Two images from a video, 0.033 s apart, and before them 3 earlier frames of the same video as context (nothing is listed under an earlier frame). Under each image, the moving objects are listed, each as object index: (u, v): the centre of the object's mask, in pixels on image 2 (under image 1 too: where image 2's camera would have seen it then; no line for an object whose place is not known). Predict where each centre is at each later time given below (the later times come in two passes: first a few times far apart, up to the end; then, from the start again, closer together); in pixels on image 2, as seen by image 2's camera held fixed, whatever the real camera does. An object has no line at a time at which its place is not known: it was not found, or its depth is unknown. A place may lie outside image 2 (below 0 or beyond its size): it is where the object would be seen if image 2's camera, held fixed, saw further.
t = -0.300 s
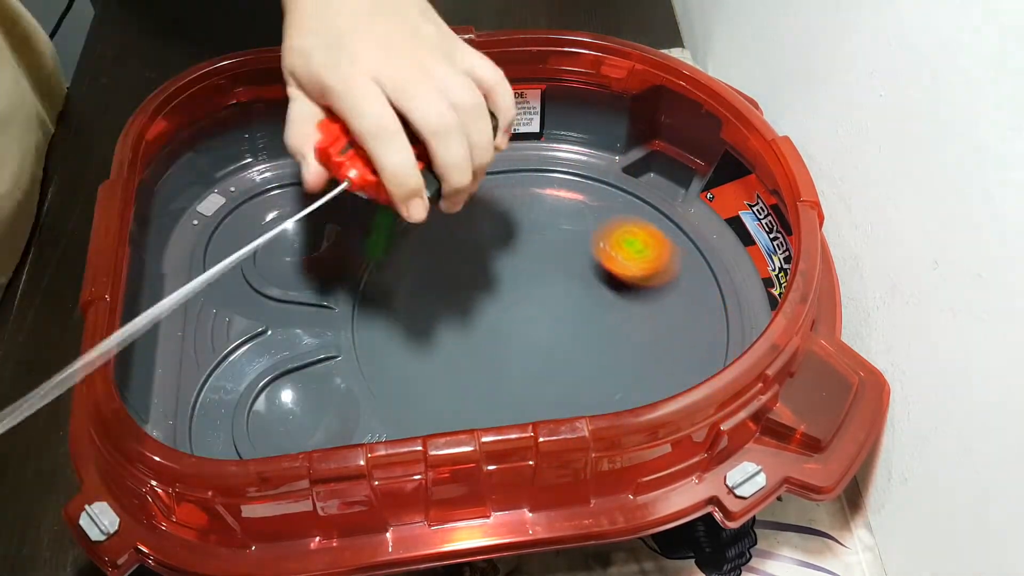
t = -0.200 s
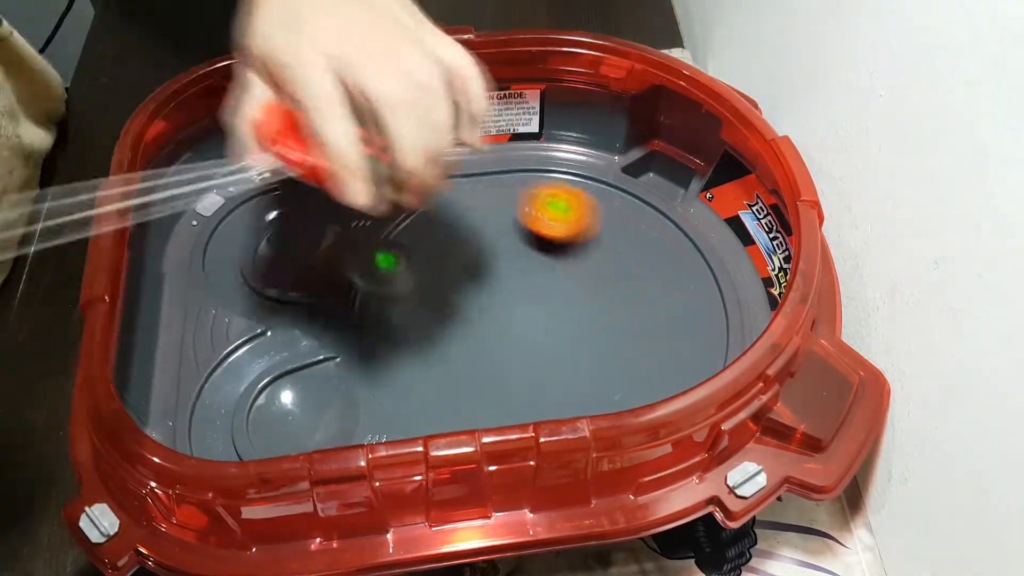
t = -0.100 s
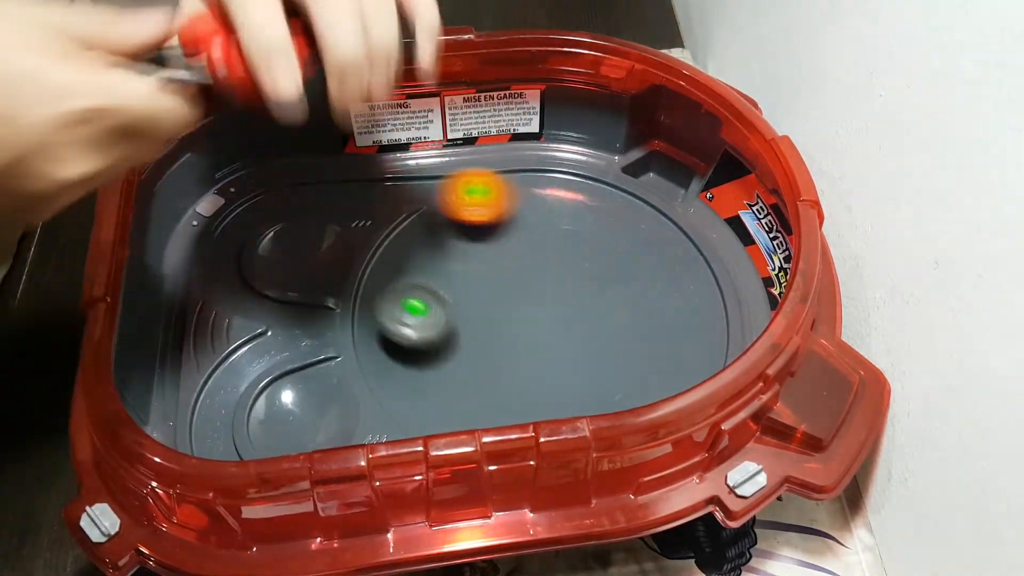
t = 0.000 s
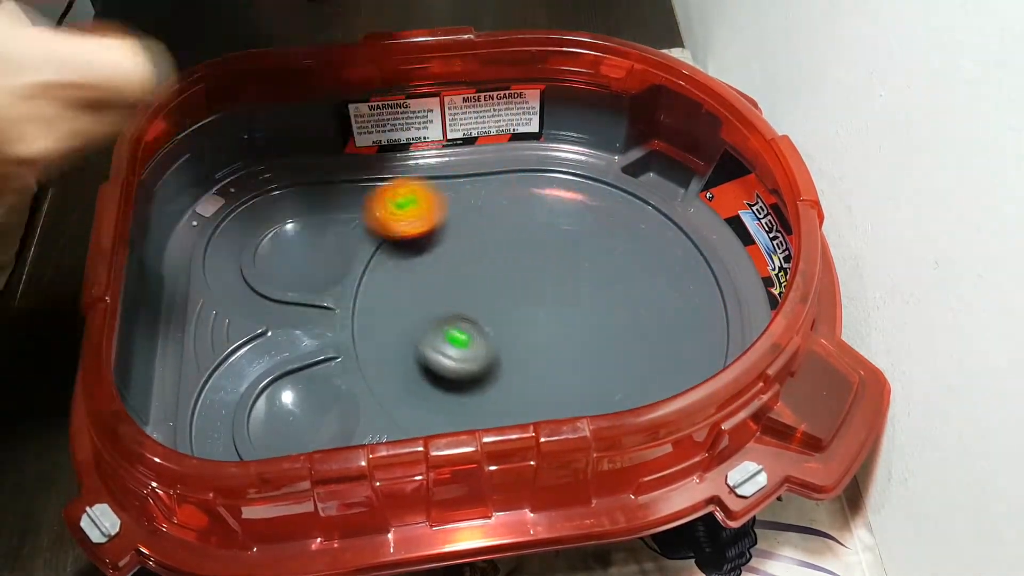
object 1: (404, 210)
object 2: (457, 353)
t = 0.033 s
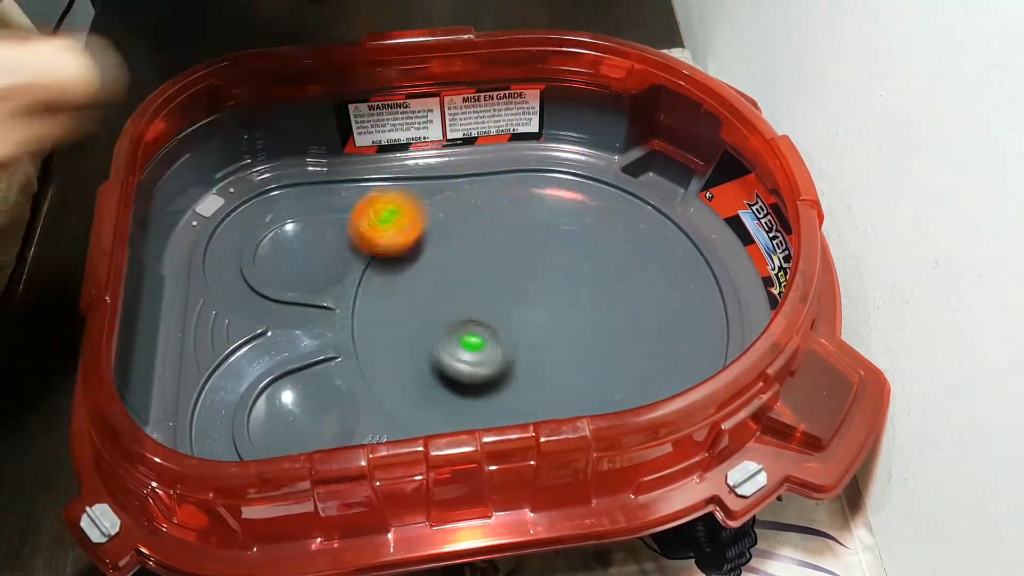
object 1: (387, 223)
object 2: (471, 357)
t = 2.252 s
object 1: (422, 263)
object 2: (494, 333)
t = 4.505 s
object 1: (448, 382)
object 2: (522, 298)
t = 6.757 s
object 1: (311, 407)
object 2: (563, 354)
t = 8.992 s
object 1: (292, 414)
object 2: (515, 338)
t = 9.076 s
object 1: (291, 402)
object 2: (488, 325)
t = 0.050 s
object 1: (381, 232)
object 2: (478, 358)
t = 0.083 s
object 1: (372, 254)
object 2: (492, 358)
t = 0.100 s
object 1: (368, 266)
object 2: (497, 358)
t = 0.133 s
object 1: (362, 291)
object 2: (509, 356)
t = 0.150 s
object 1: (362, 305)
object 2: (514, 355)
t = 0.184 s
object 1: (368, 332)
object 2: (525, 351)
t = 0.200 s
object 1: (375, 345)
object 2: (531, 349)
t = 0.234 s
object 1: (397, 370)
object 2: (543, 344)
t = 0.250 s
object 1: (411, 382)
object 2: (548, 342)
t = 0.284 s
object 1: (438, 397)
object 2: (557, 335)
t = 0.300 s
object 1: (453, 401)
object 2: (561, 330)
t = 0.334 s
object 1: (484, 404)
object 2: (568, 323)
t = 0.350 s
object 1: (501, 404)
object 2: (570, 320)
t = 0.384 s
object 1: (534, 402)
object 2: (576, 312)
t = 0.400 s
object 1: (550, 400)
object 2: (578, 309)
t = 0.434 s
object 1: (581, 395)
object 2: (581, 301)
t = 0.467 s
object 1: (608, 386)
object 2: (584, 294)
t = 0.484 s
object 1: (620, 382)
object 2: (585, 289)
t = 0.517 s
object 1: (642, 371)
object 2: (585, 281)
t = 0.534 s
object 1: (652, 364)
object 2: (586, 276)
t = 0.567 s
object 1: (668, 347)
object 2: (585, 268)
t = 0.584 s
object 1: (674, 337)
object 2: (584, 263)
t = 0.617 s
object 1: (684, 316)
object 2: (582, 255)
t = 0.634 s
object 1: (687, 306)
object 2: (580, 252)
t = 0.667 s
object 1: (692, 284)
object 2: (575, 244)
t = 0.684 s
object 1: (693, 274)
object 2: (572, 241)
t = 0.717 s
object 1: (693, 252)
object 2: (565, 236)
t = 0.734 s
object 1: (690, 242)
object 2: (562, 233)
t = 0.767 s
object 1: (679, 223)
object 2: (554, 230)
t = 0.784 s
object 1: (671, 214)
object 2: (551, 229)
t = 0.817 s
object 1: (654, 199)
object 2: (544, 227)
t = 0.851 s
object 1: (630, 191)
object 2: (537, 226)
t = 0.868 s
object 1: (618, 189)
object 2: (534, 226)
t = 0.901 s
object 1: (592, 189)
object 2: (527, 228)
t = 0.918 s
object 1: (583, 187)
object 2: (517, 231)
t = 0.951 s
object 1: (567, 188)
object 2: (498, 238)
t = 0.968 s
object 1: (559, 191)
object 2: (490, 244)
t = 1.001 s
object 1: (543, 198)
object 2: (477, 253)
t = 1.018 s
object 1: (533, 204)
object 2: (473, 258)
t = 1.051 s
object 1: (518, 214)
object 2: (465, 271)
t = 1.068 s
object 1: (511, 221)
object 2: (463, 277)
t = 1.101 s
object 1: (506, 229)
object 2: (449, 299)
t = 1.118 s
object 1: (505, 234)
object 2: (442, 311)
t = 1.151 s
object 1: (503, 245)
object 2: (428, 335)
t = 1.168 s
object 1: (501, 251)
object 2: (423, 347)
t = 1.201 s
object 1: (500, 267)
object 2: (418, 368)
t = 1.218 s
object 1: (500, 274)
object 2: (418, 377)
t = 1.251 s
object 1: (502, 291)
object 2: (419, 395)
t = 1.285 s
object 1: (507, 307)
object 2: (425, 407)
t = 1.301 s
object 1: (511, 315)
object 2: (429, 411)
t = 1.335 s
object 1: (520, 330)
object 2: (448, 418)
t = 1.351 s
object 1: (525, 337)
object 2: (458, 420)
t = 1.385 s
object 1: (537, 350)
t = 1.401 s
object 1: (544, 356)
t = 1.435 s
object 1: (558, 365)
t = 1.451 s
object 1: (565, 368)
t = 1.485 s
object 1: (580, 374)
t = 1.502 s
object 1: (587, 375)
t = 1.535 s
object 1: (601, 376)
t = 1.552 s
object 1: (608, 376)
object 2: (579, 411)
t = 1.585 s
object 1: (626, 368)
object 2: (596, 408)
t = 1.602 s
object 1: (635, 363)
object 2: (601, 407)
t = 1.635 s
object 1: (650, 350)
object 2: (606, 406)
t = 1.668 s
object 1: (662, 334)
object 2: (612, 402)
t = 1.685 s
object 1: (665, 327)
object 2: (615, 400)
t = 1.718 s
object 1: (667, 312)
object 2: (622, 395)
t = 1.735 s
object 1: (666, 304)
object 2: (624, 392)
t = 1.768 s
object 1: (662, 290)
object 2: (626, 388)
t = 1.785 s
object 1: (658, 283)
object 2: (627, 385)
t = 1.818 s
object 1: (648, 270)
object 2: (628, 380)
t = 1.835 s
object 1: (642, 264)
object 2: (628, 376)
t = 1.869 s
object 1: (627, 255)
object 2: (624, 366)
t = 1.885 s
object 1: (619, 251)
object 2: (619, 361)
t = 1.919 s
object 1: (601, 244)
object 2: (609, 351)
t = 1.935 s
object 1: (592, 242)
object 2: (604, 347)
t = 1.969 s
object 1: (573, 240)
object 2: (592, 338)
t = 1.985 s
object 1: (563, 240)
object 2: (584, 334)
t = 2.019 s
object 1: (544, 240)
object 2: (569, 328)
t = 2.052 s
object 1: (525, 243)
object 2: (557, 323)
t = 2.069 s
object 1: (515, 245)
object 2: (549, 320)
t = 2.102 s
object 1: (497, 249)
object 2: (534, 316)
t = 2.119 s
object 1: (489, 251)
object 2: (529, 316)
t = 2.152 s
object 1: (470, 251)
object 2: (521, 324)
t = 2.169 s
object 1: (461, 251)
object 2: (516, 327)
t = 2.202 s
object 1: (444, 253)
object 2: (506, 331)
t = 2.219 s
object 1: (436, 256)
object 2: (502, 332)
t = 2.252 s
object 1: (422, 263)
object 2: (494, 333)
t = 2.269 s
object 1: (415, 266)
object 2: (490, 334)
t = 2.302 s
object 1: (403, 276)
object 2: (484, 336)
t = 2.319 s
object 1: (397, 281)
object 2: (481, 337)
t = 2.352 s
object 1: (387, 293)
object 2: (474, 336)
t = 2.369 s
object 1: (382, 299)
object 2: (472, 336)
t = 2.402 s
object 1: (376, 314)
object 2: (467, 338)
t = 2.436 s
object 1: (374, 329)
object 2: (464, 340)
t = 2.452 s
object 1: (375, 337)
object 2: (462, 341)
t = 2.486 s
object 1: (381, 354)
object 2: (461, 342)
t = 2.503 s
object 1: (379, 361)
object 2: (466, 343)
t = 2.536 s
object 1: (383, 374)
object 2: (487, 342)
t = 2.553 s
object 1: (390, 381)
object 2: (495, 341)
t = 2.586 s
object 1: (407, 391)
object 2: (510, 339)
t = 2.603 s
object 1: (416, 395)
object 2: (515, 337)
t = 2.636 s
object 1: (436, 400)
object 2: (523, 334)
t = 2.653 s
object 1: (448, 400)
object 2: (526, 332)
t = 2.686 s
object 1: (472, 399)
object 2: (531, 328)
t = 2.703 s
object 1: (484, 398)
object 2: (533, 326)
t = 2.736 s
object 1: (506, 393)
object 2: (535, 321)
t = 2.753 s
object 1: (517, 389)
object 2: (536, 319)
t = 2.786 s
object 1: (535, 380)
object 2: (536, 313)
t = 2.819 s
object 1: (547, 373)
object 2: (535, 305)
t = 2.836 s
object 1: (549, 377)
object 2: (542, 292)
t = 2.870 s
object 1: (549, 388)
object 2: (551, 260)
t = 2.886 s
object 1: (549, 391)
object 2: (555, 244)
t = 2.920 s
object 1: (548, 395)
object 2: (561, 221)
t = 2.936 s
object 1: (549, 396)
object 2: (564, 210)
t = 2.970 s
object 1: (551, 397)
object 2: (567, 192)
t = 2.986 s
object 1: (554, 398)
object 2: (566, 186)
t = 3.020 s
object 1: (560, 398)
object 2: (564, 174)
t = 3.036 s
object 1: (565, 397)
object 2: (561, 170)
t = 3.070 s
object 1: (576, 396)
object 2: (557, 162)
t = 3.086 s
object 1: (582, 395)
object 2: (553, 161)
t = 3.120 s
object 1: (593, 391)
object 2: (543, 164)
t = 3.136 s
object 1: (597, 388)
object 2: (538, 167)
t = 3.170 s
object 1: (603, 381)
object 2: (530, 171)
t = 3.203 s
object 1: (602, 371)
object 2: (523, 177)
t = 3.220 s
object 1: (600, 364)
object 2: (519, 178)
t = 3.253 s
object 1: (592, 351)
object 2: (513, 187)
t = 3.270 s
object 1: (587, 345)
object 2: (509, 190)
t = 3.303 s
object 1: (575, 334)
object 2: (504, 195)
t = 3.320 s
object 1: (568, 329)
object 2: (503, 197)
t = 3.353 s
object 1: (553, 321)
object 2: (499, 202)
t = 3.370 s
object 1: (545, 317)
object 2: (498, 204)
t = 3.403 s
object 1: (530, 310)
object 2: (495, 211)
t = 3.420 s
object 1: (522, 307)
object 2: (494, 215)
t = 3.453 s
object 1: (506, 302)
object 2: (493, 223)
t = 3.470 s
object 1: (498, 300)
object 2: (493, 226)
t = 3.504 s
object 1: (482, 296)
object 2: (494, 234)
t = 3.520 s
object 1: (474, 296)
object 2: (496, 237)
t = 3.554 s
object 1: (455, 301)
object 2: (501, 239)
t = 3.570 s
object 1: (446, 303)
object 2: (504, 240)
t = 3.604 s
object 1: (431, 309)
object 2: (509, 245)
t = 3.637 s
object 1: (418, 316)
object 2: (513, 251)
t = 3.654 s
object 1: (413, 320)
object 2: (516, 253)
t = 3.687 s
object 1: (403, 329)
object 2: (520, 258)
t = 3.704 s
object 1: (400, 334)
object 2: (522, 261)
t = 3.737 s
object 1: (394, 345)
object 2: (527, 266)
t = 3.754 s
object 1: (393, 351)
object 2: (529, 270)
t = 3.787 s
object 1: (393, 363)
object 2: (534, 276)
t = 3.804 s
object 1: (395, 369)
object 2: (536, 278)
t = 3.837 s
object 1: (402, 379)
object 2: (540, 284)
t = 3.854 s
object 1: (408, 383)
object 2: (543, 288)
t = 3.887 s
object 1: (422, 389)
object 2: (547, 293)
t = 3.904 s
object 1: (431, 391)
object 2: (549, 296)
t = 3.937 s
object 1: (449, 392)
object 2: (552, 301)
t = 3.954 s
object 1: (458, 392)
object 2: (554, 303)
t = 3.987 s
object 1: (476, 388)
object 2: (557, 306)
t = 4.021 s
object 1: (492, 381)
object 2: (559, 308)
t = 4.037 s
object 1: (499, 376)
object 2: (560, 311)
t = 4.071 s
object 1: (512, 366)
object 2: (563, 313)
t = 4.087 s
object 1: (509, 366)
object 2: (570, 310)
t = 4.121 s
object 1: (481, 376)
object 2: (618, 282)
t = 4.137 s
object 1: (468, 380)
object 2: (636, 266)
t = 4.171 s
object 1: (444, 387)
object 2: (671, 239)
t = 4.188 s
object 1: (435, 389)
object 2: (683, 228)
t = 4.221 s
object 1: (421, 393)
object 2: (682, 218)
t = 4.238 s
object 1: (417, 396)
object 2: (676, 218)
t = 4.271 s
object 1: (412, 400)
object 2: (660, 229)
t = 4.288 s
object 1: (411, 402)
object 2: (652, 233)
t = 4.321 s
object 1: (412, 403)
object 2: (635, 240)
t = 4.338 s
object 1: (413, 403)
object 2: (624, 245)
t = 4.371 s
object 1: (417, 403)
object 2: (604, 257)
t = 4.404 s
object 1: (423, 401)
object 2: (581, 267)
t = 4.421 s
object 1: (426, 399)
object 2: (572, 271)
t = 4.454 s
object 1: (434, 394)
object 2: (551, 283)
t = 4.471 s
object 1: (438, 391)
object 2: (542, 287)
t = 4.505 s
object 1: (448, 382)
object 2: (522, 298)
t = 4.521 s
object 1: (452, 378)
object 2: (512, 303)
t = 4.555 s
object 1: (460, 367)
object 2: (496, 310)
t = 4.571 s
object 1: (460, 363)
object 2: (493, 312)
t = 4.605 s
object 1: (429, 352)
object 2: (512, 315)
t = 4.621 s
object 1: (413, 349)
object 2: (523, 314)
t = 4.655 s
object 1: (380, 352)
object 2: (552, 311)
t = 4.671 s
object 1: (365, 355)
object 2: (568, 308)
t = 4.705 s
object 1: (348, 347)
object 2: (591, 306)
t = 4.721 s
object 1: (340, 345)
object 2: (603, 304)
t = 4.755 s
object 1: (330, 345)
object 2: (625, 303)
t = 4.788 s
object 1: (323, 354)
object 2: (643, 304)
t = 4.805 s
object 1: (320, 365)
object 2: (650, 304)
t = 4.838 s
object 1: (315, 385)
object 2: (661, 305)
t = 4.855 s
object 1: (310, 396)
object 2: (665, 306)
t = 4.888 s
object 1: (298, 414)
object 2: (670, 309)
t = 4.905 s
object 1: (293, 419)
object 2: (670, 312)
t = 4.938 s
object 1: (282, 426)
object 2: (668, 318)
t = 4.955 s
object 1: (278, 428)
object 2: (667, 323)
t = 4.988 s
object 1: (274, 429)
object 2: (660, 332)
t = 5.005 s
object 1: (274, 428)
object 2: (653, 336)
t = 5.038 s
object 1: (277, 425)
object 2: (640, 346)
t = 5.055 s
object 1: (279, 422)
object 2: (632, 352)
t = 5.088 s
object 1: (286, 415)
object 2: (616, 362)
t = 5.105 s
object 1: (289, 409)
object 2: (605, 368)
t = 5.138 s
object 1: (297, 398)
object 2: (586, 377)
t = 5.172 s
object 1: (302, 389)
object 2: (565, 387)
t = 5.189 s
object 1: (304, 387)
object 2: (555, 389)
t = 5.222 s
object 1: (314, 390)
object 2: (533, 396)
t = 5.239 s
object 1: (315, 390)
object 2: (522, 398)
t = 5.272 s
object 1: (317, 393)
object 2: (501, 402)
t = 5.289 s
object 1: (316, 394)
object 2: (489, 404)
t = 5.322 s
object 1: (313, 397)
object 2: (472, 406)
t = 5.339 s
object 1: (310, 398)
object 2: (462, 408)
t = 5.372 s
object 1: (306, 397)
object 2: (443, 409)
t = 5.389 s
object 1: (303, 396)
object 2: (435, 410)
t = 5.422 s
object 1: (296, 394)
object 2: (421, 409)
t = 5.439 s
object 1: (292, 394)
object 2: (414, 408)
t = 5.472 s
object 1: (286, 394)
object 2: (407, 405)
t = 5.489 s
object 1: (282, 395)
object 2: (405, 402)
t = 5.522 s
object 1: (278, 397)
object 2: (402, 391)
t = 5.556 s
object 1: (274, 401)
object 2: (405, 382)
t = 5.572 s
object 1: (275, 406)
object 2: (407, 377)
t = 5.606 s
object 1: (279, 413)
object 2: (412, 366)
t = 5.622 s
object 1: (284, 414)
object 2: (415, 359)
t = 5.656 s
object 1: (293, 415)
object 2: (423, 348)
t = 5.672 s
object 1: (299, 414)
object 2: (428, 341)
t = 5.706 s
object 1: (307, 411)
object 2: (437, 329)
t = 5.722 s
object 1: (311, 409)
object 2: (442, 322)
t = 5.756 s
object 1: (317, 406)
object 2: (453, 310)
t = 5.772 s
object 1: (319, 404)
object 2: (458, 305)
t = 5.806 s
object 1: (321, 399)
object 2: (469, 293)
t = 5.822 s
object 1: (322, 395)
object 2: (474, 286)
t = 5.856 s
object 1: (321, 391)
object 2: (485, 275)
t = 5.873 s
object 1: (320, 387)
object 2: (490, 270)
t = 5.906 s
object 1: (314, 385)
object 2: (499, 260)
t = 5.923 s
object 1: (311, 384)
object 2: (503, 256)
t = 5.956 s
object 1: (302, 388)
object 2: (512, 247)
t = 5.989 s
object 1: (294, 396)
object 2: (520, 241)
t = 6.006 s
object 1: (291, 400)
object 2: (523, 238)
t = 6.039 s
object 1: (288, 409)
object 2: (529, 233)
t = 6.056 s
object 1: (287, 412)
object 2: (533, 231)
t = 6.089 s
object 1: (289, 417)
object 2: (537, 228)
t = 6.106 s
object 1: (290, 418)
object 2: (539, 227)
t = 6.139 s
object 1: (294, 421)
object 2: (543, 225)
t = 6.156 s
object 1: (297, 421)
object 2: (545, 225)
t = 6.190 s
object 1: (303, 422)
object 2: (547, 226)
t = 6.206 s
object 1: (306, 422)
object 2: (548, 228)
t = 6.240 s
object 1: (313, 419)
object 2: (548, 232)
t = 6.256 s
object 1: (316, 417)
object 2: (548, 234)
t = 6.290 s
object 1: (317, 411)
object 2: (550, 241)
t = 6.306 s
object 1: (317, 409)
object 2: (550, 245)
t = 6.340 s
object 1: (312, 401)
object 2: (549, 252)
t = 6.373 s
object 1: (305, 397)
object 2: (549, 261)
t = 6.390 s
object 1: (301, 395)
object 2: (549, 264)
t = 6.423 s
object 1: (294, 393)
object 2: (549, 276)
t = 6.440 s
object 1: (289, 393)
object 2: (549, 280)
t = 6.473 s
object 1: (283, 394)
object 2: (549, 289)
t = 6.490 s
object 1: (280, 395)
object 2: (548, 294)
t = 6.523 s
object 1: (276, 398)
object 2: (548, 303)
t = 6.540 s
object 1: (274, 400)
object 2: (549, 308)
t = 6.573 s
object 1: (273, 404)
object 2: (549, 317)
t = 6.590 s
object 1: (273, 407)
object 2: (549, 321)
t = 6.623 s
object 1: (278, 413)
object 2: (550, 330)
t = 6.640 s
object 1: (281, 415)
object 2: (551, 334)
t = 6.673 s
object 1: (292, 415)
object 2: (553, 341)
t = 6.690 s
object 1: (296, 415)
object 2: (555, 344)
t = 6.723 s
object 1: (306, 410)
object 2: (558, 349)
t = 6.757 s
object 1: (311, 407)
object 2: (563, 354)
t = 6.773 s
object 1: (313, 403)
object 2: (565, 357)
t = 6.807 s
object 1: (314, 398)
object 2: (570, 361)
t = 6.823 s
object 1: (315, 393)
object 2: (573, 363)
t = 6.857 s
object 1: (313, 388)
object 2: (579, 366)
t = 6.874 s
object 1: (311, 385)
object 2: (581, 368)
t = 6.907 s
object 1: (306, 383)
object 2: (587, 370)
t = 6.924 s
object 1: (302, 383)
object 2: (589, 370)
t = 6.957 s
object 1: (294, 389)
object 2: (593, 371)
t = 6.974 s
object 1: (290, 393)
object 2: (595, 371)
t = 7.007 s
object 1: (288, 402)
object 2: (596, 371)
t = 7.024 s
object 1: (287, 406)
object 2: (597, 371)
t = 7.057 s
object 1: (290, 412)
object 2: (598, 370)
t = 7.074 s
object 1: (291, 414)
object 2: (597, 369)
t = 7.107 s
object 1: (296, 417)
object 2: (596, 368)
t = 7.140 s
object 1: (303, 418)
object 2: (594, 368)
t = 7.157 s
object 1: (307, 418)
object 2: (592, 367)
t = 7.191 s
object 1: (314, 417)
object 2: (588, 367)
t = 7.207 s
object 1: (318, 415)
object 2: (585, 367)
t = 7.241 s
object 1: (321, 410)
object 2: (579, 367)
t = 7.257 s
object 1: (321, 407)
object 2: (576, 366)
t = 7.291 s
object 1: (317, 400)
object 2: (569, 366)
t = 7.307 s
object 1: (313, 398)
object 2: (566, 366)
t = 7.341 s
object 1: (306, 396)
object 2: (560, 365)
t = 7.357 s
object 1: (301, 396)
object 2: (556, 365)
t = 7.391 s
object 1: (293, 397)
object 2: (549, 364)
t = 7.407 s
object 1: (289, 398)
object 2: (545, 363)
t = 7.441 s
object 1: (283, 401)
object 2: (537, 361)
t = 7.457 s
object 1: (280, 404)
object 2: (533, 359)
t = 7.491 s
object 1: (276, 409)
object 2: (524, 356)
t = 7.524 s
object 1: (274, 414)
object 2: (516, 353)
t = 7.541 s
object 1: (276, 417)
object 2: (511, 351)
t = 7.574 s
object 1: (281, 420)
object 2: (502, 348)
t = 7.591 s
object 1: (285, 419)
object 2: (499, 347)
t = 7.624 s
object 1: (295, 418)
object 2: (490, 343)
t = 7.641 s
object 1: (299, 416)
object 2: (486, 341)
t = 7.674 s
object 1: (307, 411)
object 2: (478, 337)
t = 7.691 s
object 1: (309, 408)
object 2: (475, 335)
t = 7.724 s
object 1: (312, 402)
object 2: (467, 331)
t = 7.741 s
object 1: (312, 399)
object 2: (463, 330)
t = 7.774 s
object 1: (311, 392)
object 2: (456, 325)
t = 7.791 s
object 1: (309, 389)
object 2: (453, 324)
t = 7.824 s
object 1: (286, 395)
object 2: (439, 313)
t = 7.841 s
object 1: (287, 409)
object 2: (436, 308)
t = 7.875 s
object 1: (313, 415)
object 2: (438, 298)
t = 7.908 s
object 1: (315, 397)
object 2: (450, 292)
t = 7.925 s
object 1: (299, 397)
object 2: (459, 291)
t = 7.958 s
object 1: (279, 416)
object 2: (491, 293)
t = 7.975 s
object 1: (288, 421)
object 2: (514, 296)
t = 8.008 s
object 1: (309, 405)
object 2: (554, 301)
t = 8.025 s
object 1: (305, 393)
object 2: (572, 305)
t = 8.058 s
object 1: (283, 398)
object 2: (590, 313)
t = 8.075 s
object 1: (288, 411)
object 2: (594, 320)
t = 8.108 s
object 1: (314, 411)
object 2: (595, 330)
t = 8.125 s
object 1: (321, 402)
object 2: (592, 335)
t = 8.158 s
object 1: (296, 398)
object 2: (578, 340)
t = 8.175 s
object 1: (286, 409)
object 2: (567, 339)
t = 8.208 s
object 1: (295, 421)
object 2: (534, 337)
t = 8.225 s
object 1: (307, 414)
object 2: (515, 332)
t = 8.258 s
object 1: (301, 393)
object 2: (483, 319)
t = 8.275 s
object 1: (288, 392)
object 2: (474, 312)
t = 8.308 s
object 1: (289, 412)
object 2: (469, 298)
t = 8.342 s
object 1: (315, 408)
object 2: (471, 287)
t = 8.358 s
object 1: (319, 398)
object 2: (474, 284)
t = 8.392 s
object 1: (293, 401)
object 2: (487, 281)
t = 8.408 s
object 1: (288, 412)
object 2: (496, 284)
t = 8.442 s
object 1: (302, 419)
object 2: (516, 294)
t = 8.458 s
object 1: (309, 411)
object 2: (529, 301)
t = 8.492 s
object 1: (294, 394)
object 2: (549, 318)
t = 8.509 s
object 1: (281, 399)
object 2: (555, 327)
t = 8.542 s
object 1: (295, 414)
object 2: (556, 343)
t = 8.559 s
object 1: (309, 410)
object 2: (553, 350)
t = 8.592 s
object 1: (314, 391)
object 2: (544, 357)
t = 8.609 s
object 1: (299, 395)
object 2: (538, 358)
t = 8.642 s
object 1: (289, 415)
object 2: (524, 353)
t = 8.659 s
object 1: (297, 419)
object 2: (518, 347)
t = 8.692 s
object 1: (310, 406)
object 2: (507, 329)
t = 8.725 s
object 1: (289, 396)
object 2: (500, 306)
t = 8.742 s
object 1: (279, 404)
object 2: (501, 296)
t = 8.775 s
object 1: (299, 414)
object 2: (509, 284)
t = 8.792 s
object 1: (311, 408)
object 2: (514, 280)
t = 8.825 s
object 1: (308, 391)
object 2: (525, 280)
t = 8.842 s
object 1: (294, 398)
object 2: (532, 283)
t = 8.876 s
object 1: (292, 417)
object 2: (541, 291)
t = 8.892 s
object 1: (302, 419)
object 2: (543, 298)
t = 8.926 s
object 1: (308, 402)
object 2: (540, 314)
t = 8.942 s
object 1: (298, 397)
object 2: (535, 324)
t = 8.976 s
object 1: (280, 409)
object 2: (523, 335)
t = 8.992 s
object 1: (292, 414)
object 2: (515, 338)
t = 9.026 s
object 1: (313, 405)
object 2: (500, 335)
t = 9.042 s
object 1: (313, 394)
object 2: (494, 334)
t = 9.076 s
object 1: (291, 402)
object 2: (488, 325)
